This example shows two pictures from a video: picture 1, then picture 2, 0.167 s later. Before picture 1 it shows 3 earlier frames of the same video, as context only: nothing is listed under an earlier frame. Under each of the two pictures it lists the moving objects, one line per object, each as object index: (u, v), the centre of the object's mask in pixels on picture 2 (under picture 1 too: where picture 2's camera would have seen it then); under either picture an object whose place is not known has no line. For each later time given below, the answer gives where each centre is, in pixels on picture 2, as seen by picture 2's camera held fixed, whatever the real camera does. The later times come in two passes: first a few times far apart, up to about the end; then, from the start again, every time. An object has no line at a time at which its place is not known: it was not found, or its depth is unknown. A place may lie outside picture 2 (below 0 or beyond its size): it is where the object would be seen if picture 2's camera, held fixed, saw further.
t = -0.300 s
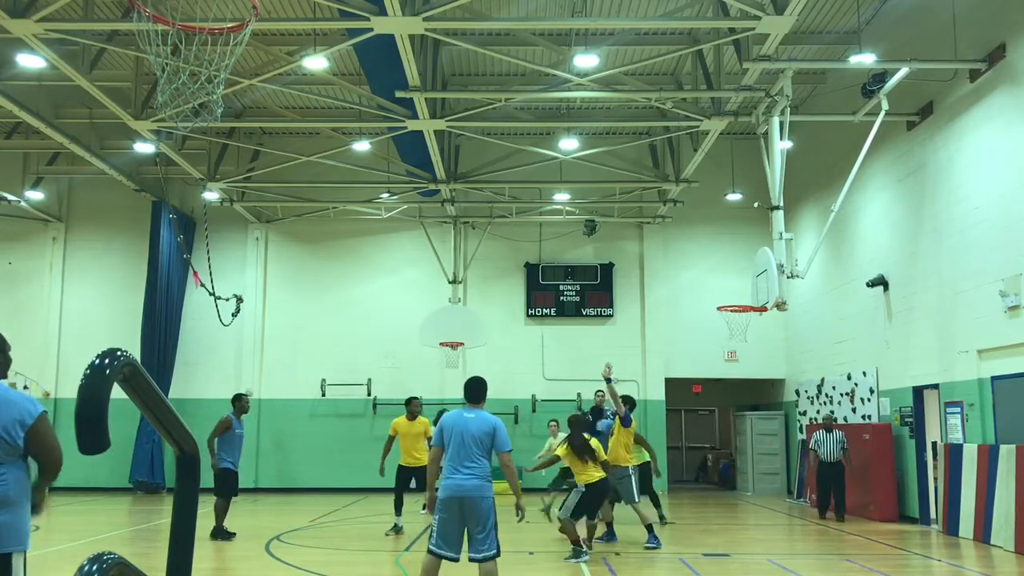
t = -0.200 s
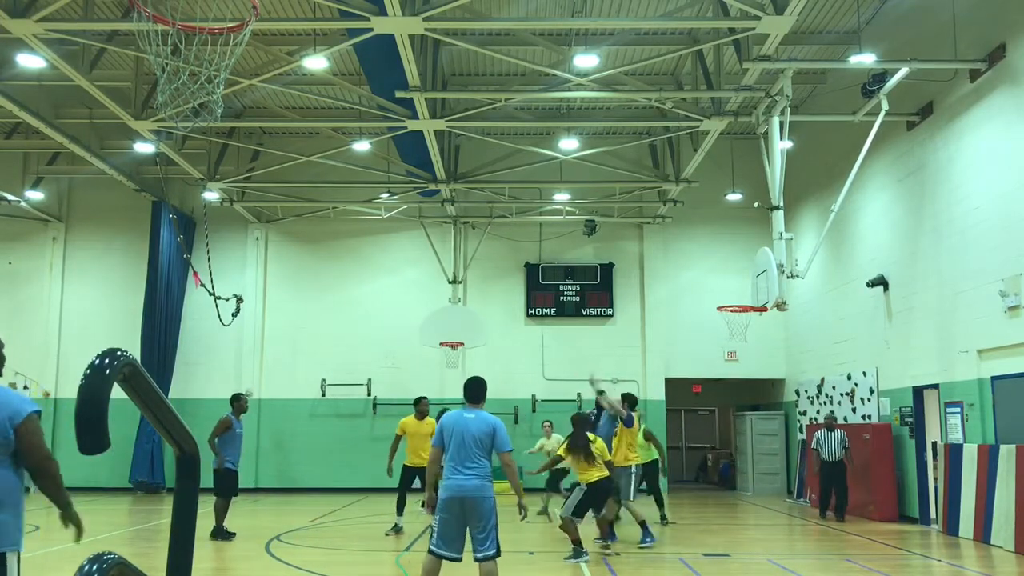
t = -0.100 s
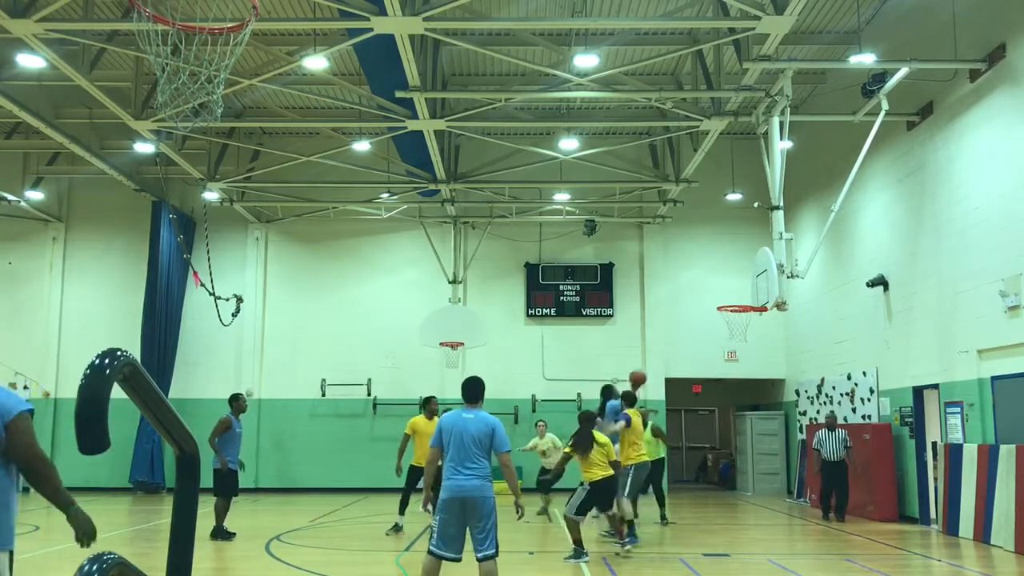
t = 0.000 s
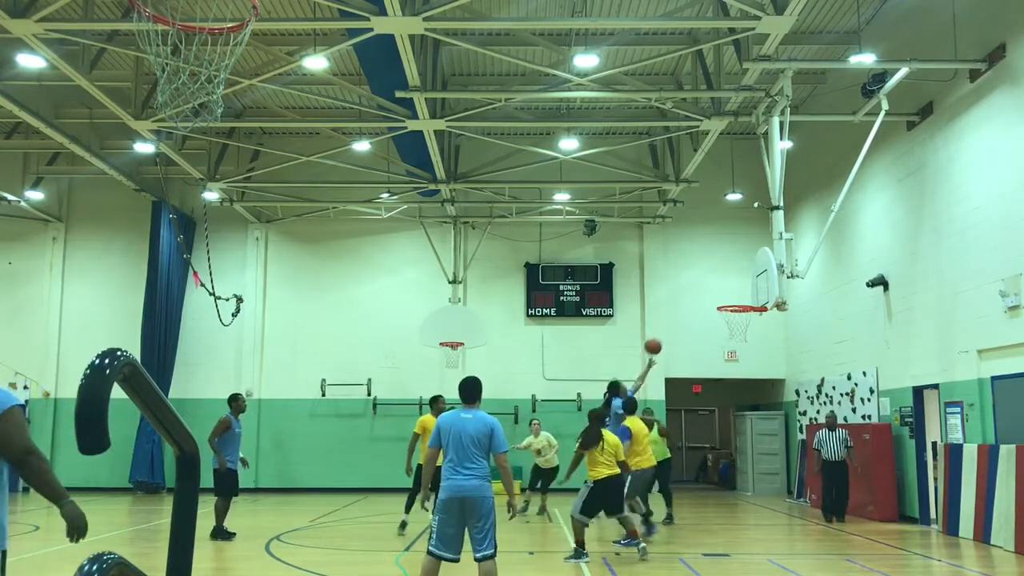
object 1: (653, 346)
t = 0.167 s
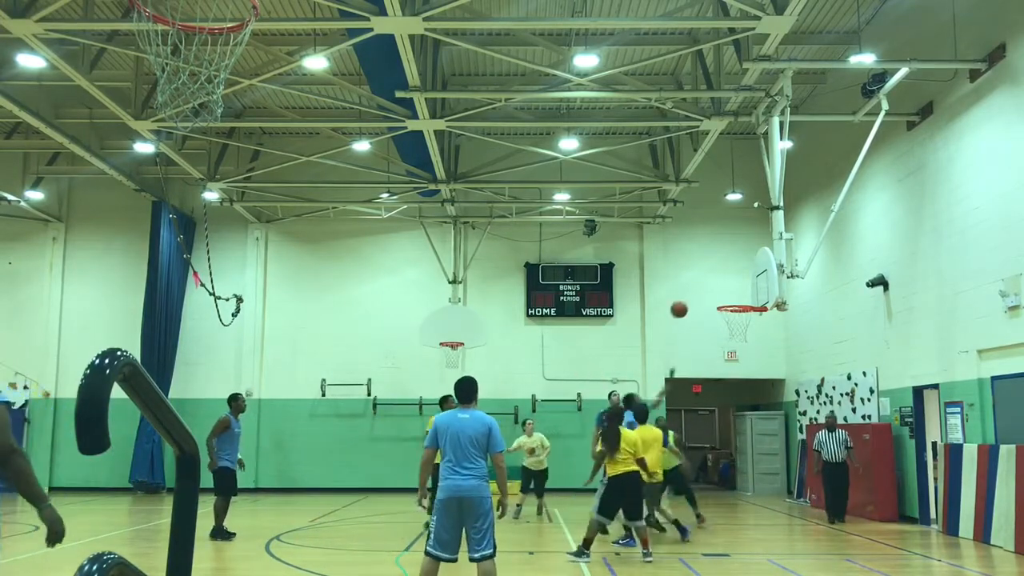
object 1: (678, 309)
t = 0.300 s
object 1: (700, 293)
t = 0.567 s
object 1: (742, 298)
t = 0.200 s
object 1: (684, 304)
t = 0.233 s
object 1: (689, 300)
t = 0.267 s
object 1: (694, 296)
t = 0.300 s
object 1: (700, 293)
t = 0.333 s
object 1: (705, 291)
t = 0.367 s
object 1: (710, 290)
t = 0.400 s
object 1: (715, 290)
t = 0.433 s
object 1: (721, 290)
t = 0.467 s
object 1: (726, 291)
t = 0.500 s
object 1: (731, 293)
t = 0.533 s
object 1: (737, 296)
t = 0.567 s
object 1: (742, 298)
